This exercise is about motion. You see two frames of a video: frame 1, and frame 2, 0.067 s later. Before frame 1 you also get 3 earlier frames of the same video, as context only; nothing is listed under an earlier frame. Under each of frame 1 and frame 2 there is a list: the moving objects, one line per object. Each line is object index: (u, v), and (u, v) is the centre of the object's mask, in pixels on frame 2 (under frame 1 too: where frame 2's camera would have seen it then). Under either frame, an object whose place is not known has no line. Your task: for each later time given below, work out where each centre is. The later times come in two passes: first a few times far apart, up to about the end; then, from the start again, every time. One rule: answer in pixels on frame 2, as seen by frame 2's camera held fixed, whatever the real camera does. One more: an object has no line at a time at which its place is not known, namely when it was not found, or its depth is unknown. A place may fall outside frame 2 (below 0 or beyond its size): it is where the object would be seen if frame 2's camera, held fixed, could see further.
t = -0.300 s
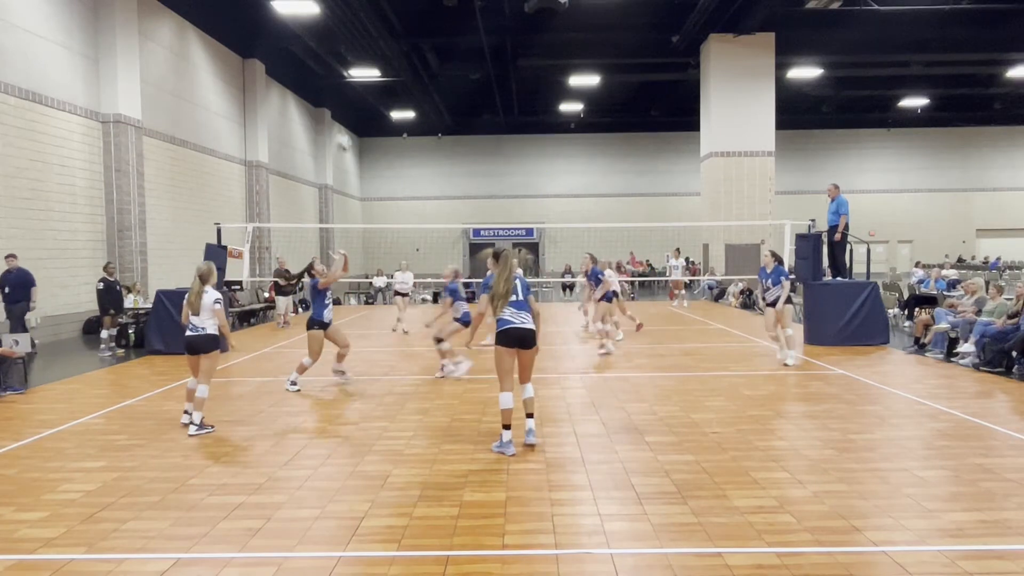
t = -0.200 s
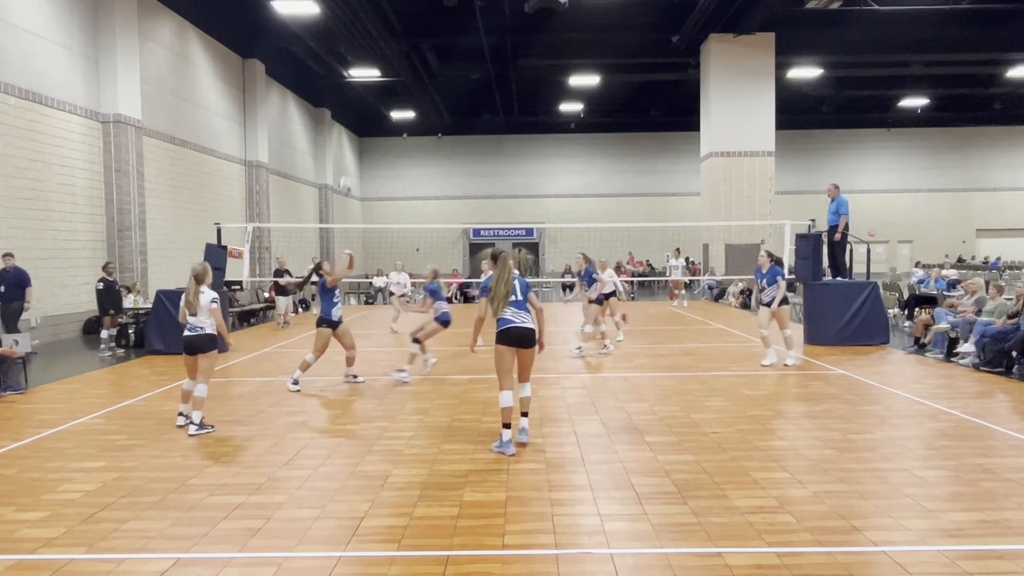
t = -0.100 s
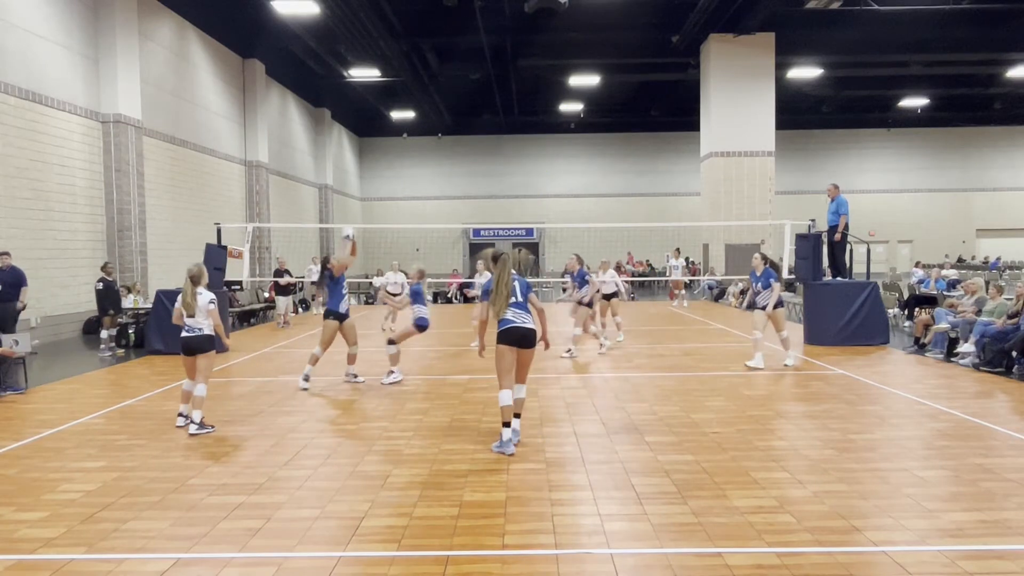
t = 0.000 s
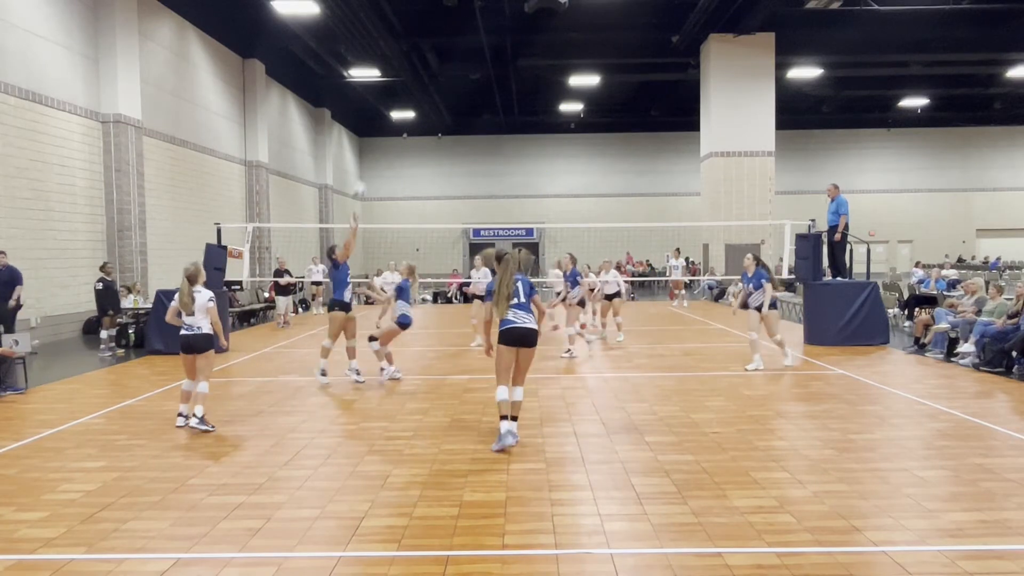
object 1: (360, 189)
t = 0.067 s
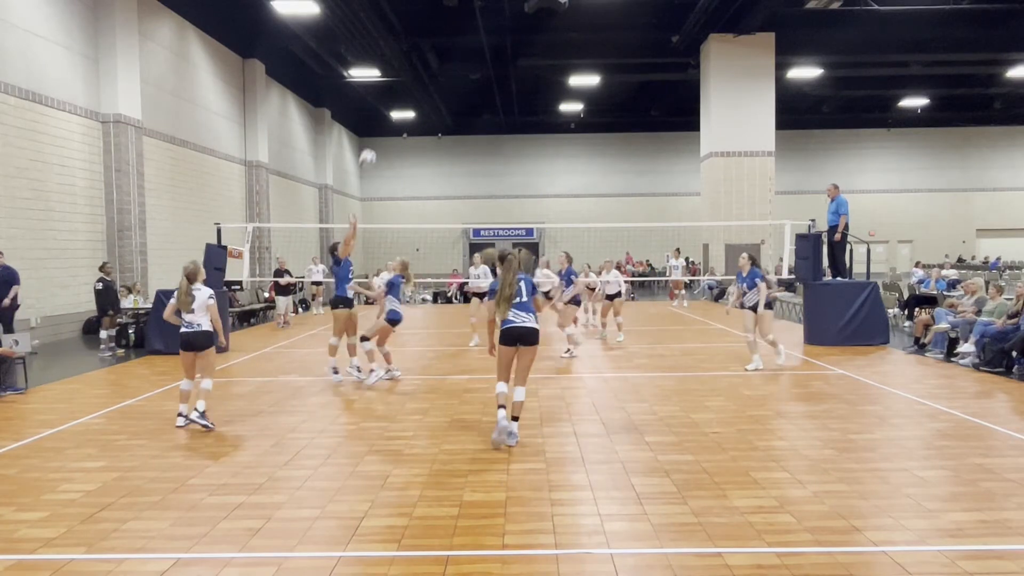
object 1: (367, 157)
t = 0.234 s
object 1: (390, 96)
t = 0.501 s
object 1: (428, 39)
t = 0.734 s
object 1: (462, 34)
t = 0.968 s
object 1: (495, 73)
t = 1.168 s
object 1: (524, 137)
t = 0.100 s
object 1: (372, 144)
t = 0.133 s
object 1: (377, 130)
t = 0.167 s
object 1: (381, 118)
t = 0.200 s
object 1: (386, 107)
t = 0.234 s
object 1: (390, 96)
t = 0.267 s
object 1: (395, 85)
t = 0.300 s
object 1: (400, 76)
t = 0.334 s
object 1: (405, 68)
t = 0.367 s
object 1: (409, 60)
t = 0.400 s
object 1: (414, 53)
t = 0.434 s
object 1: (419, 48)
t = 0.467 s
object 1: (423, 43)
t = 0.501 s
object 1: (428, 39)
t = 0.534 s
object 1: (433, 35)
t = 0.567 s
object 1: (438, 33)
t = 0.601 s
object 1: (442, 31)
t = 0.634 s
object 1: (447, 31)
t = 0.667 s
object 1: (452, 31)
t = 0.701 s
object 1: (457, 32)
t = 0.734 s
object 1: (462, 34)
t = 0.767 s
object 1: (467, 37)
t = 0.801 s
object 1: (471, 41)
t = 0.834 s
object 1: (476, 46)
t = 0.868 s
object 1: (481, 51)
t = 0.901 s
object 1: (486, 57)
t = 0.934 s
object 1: (491, 65)
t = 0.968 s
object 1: (495, 73)
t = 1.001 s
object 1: (500, 82)
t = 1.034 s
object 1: (505, 92)
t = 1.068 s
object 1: (510, 103)
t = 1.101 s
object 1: (515, 114)
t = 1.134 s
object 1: (519, 126)
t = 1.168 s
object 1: (524, 137)
